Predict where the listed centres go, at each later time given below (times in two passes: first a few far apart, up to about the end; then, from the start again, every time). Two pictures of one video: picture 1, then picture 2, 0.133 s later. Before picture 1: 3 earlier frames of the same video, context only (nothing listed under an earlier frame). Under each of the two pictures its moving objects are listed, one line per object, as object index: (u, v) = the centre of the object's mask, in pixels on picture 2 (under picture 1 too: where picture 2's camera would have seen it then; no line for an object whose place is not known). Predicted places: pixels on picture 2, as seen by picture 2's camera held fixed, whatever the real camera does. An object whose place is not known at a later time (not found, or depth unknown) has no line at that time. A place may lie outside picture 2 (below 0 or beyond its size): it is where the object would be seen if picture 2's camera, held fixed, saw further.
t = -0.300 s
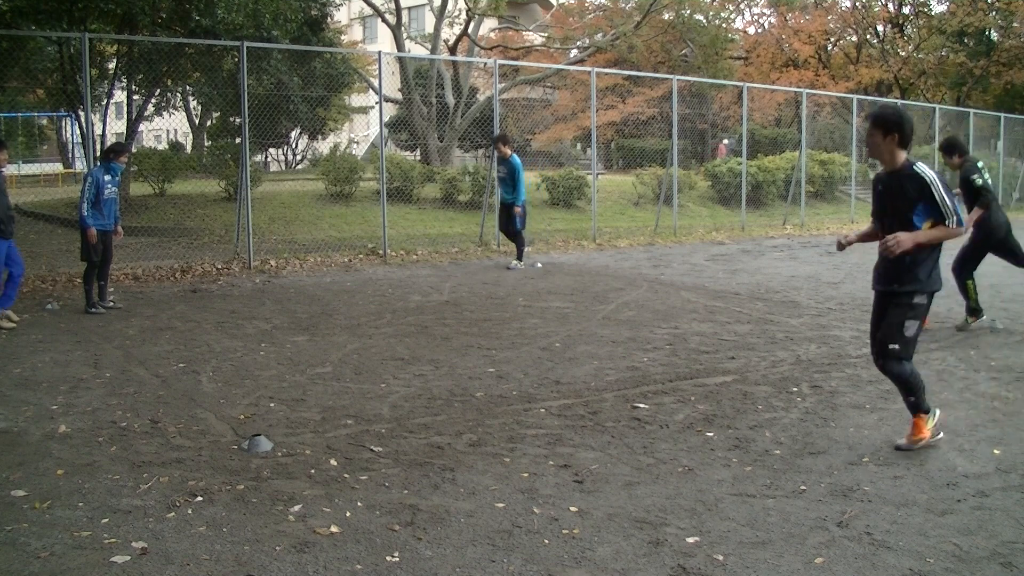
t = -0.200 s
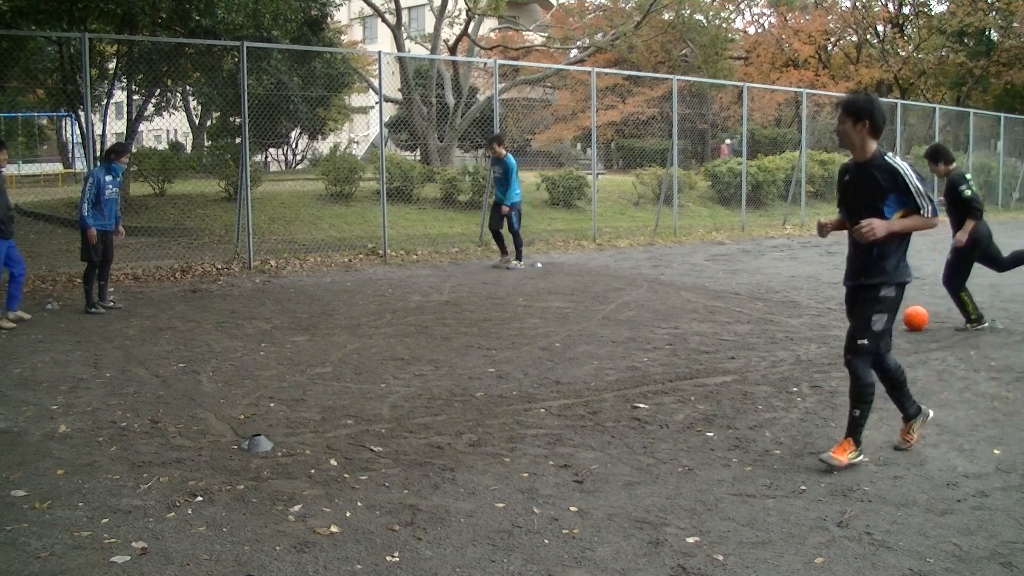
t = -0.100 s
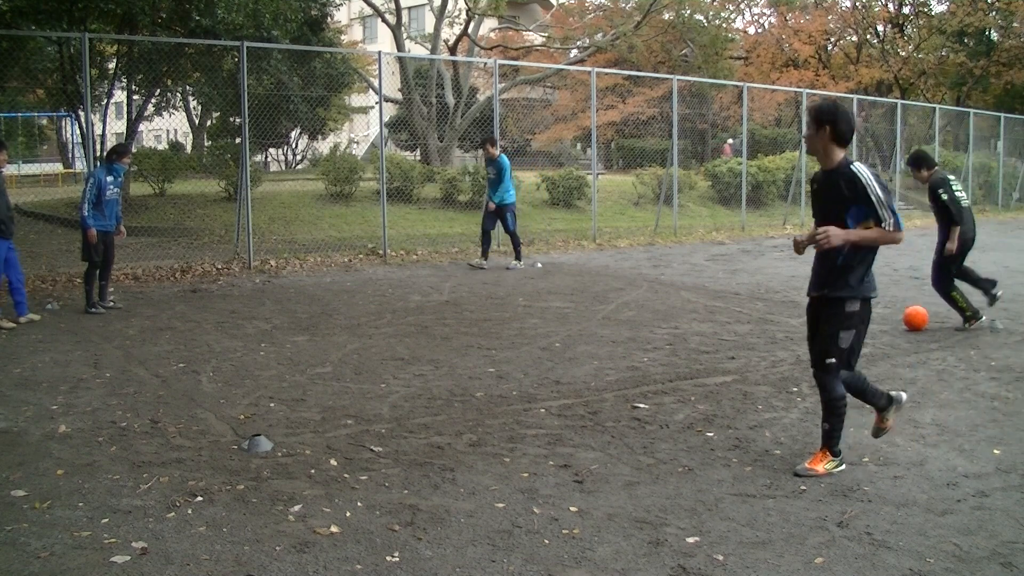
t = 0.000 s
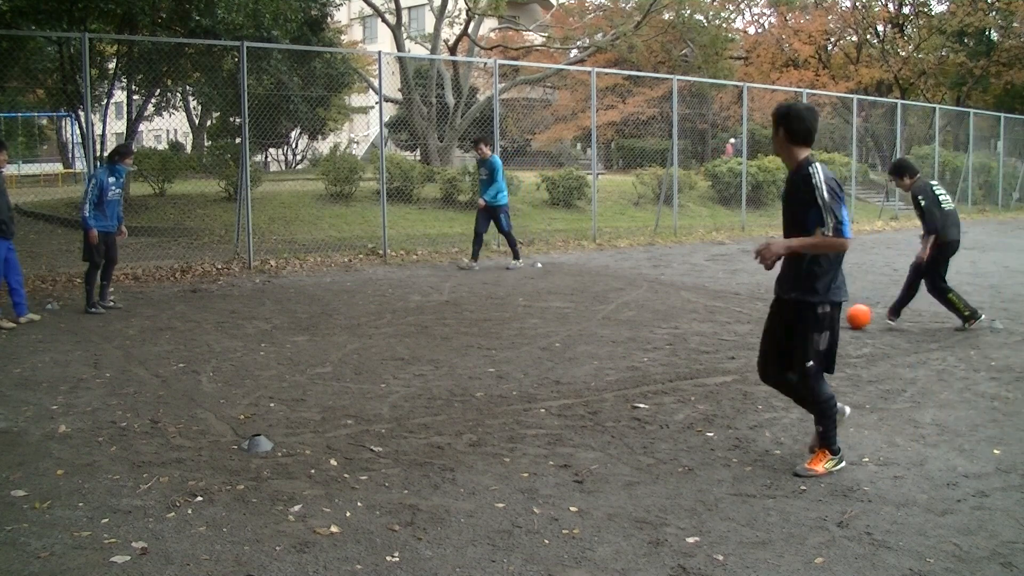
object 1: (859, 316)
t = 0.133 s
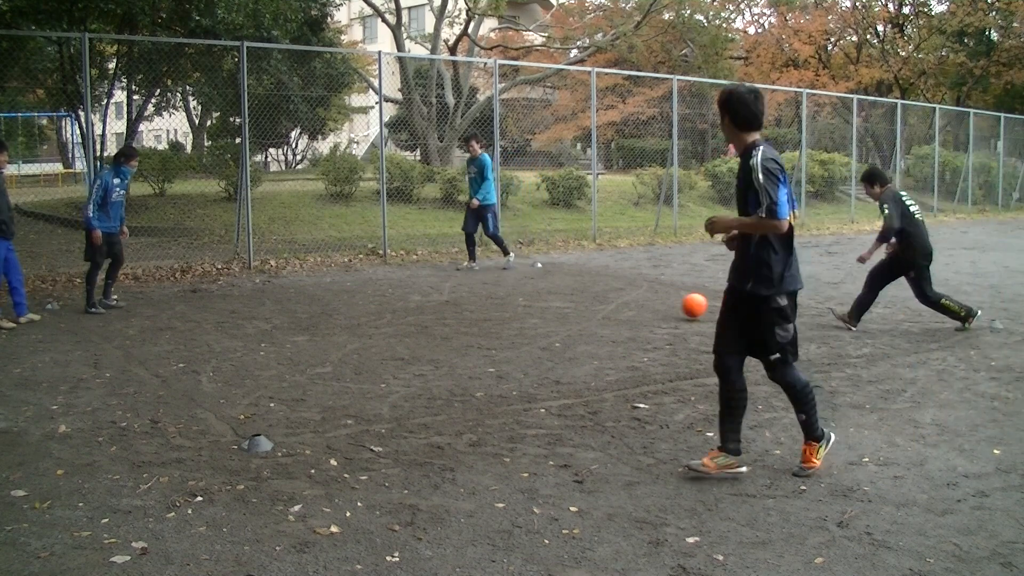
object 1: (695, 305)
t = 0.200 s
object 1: (616, 305)
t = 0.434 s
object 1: (389, 299)
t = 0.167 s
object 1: (654, 306)
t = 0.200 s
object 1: (616, 305)
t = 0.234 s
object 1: (580, 302)
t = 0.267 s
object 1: (546, 300)
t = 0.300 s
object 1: (512, 299)
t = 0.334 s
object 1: (478, 300)
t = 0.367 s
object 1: (446, 302)
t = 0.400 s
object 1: (417, 300)
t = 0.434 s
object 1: (389, 299)
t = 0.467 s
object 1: (361, 299)
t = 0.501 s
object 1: (336, 298)
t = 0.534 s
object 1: (312, 296)
